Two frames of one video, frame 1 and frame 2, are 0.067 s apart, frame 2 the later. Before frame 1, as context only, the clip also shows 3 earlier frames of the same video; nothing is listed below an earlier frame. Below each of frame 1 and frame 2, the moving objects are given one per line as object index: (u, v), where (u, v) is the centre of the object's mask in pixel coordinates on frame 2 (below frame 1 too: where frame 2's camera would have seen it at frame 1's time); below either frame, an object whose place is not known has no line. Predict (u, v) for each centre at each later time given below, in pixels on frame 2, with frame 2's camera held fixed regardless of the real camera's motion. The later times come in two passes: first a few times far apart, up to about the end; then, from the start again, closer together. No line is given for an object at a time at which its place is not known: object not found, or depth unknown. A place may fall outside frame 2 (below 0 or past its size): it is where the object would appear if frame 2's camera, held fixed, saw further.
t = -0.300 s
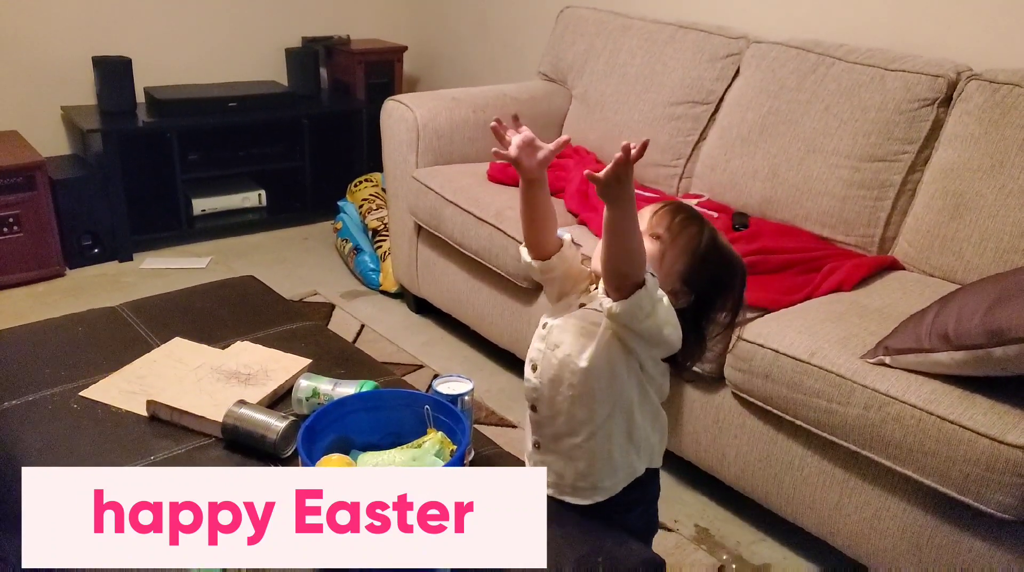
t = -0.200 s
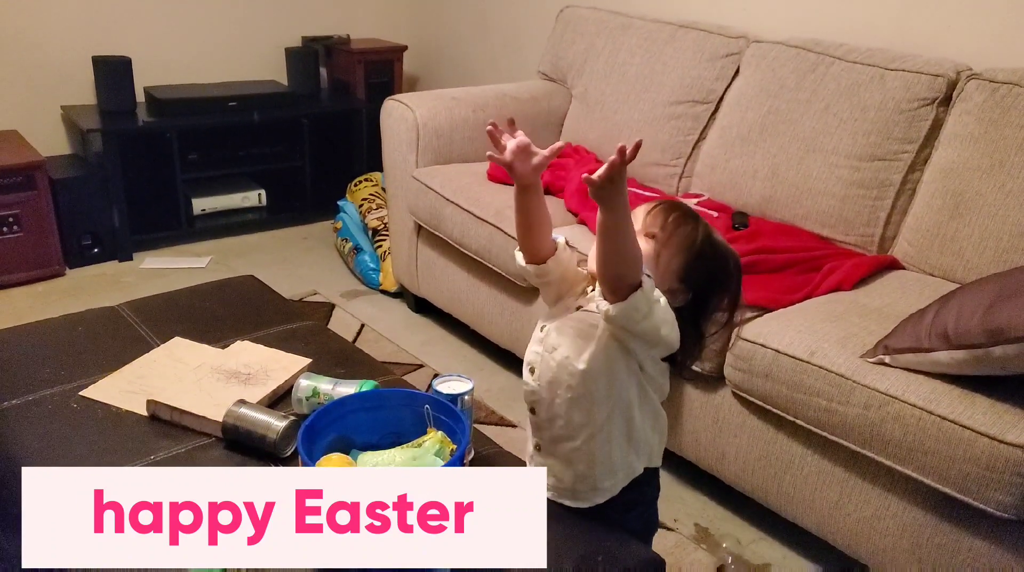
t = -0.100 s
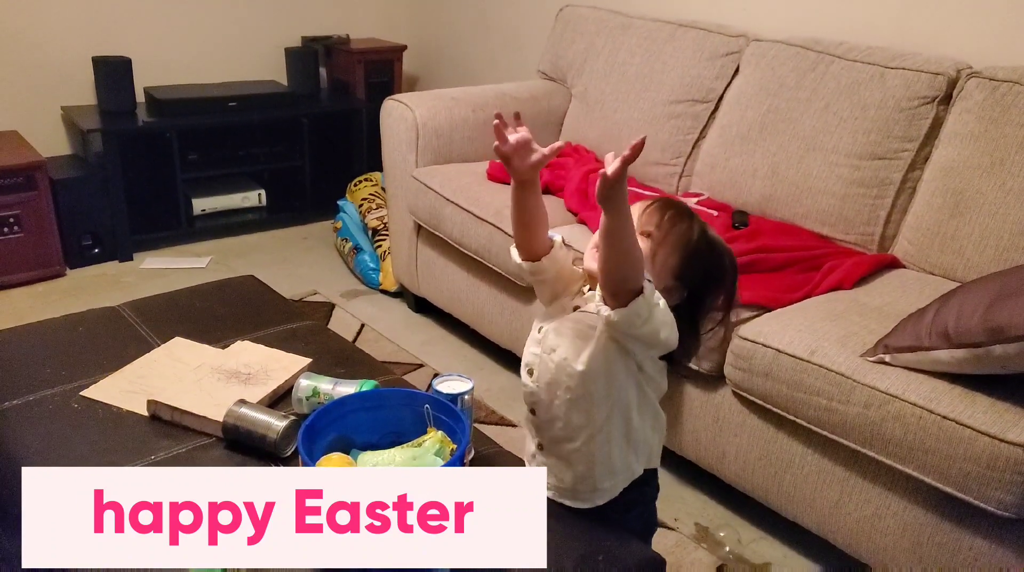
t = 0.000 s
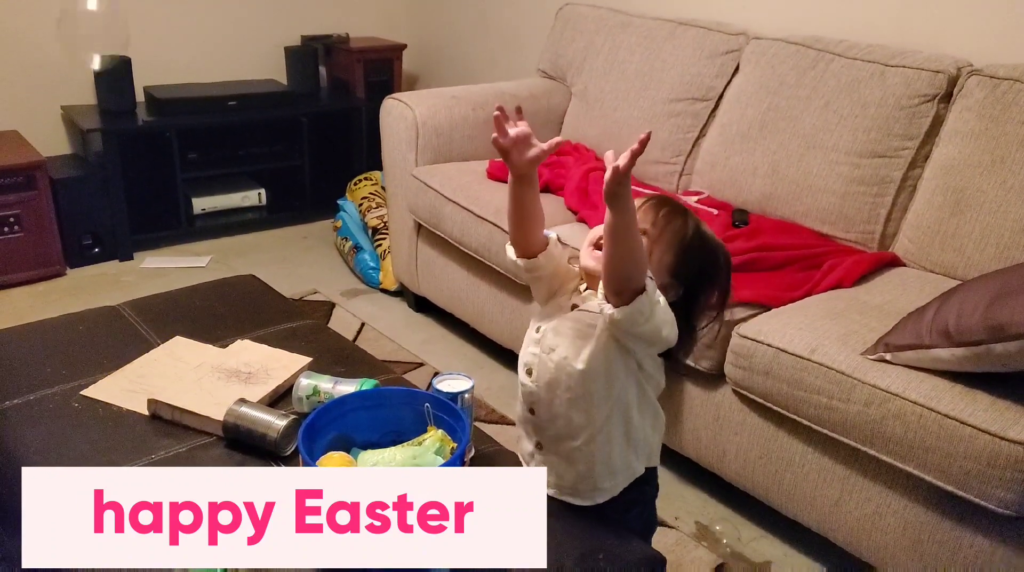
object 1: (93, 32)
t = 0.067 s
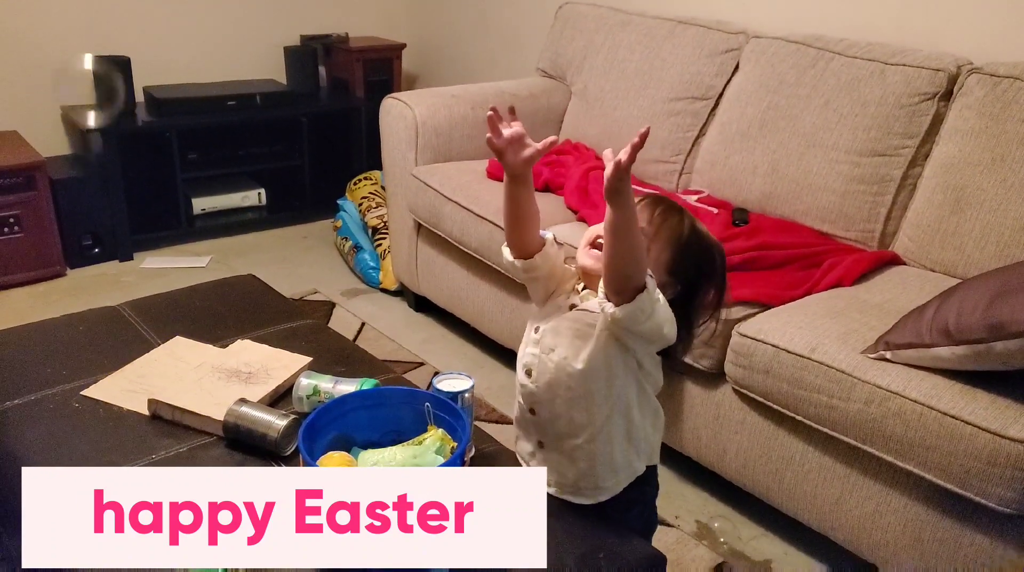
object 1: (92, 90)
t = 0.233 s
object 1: (91, 230)
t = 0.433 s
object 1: (109, 365)
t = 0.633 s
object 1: (121, 458)
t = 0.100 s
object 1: (93, 121)
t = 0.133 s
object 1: (91, 147)
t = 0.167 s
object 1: (89, 177)
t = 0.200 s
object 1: (90, 204)
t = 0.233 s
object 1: (91, 230)
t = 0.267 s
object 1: (92, 251)
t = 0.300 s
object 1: (89, 258)
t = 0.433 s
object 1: (109, 365)
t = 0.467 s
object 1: (96, 383)
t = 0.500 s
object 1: (113, 406)
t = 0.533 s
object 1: (113, 426)
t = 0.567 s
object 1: (116, 440)
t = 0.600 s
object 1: (118, 450)
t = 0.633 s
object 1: (121, 458)
